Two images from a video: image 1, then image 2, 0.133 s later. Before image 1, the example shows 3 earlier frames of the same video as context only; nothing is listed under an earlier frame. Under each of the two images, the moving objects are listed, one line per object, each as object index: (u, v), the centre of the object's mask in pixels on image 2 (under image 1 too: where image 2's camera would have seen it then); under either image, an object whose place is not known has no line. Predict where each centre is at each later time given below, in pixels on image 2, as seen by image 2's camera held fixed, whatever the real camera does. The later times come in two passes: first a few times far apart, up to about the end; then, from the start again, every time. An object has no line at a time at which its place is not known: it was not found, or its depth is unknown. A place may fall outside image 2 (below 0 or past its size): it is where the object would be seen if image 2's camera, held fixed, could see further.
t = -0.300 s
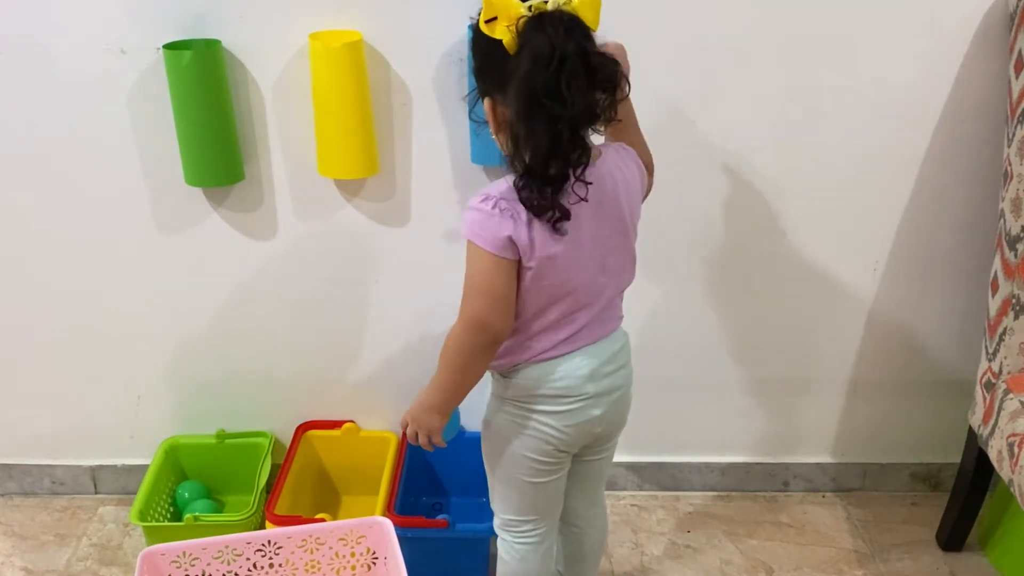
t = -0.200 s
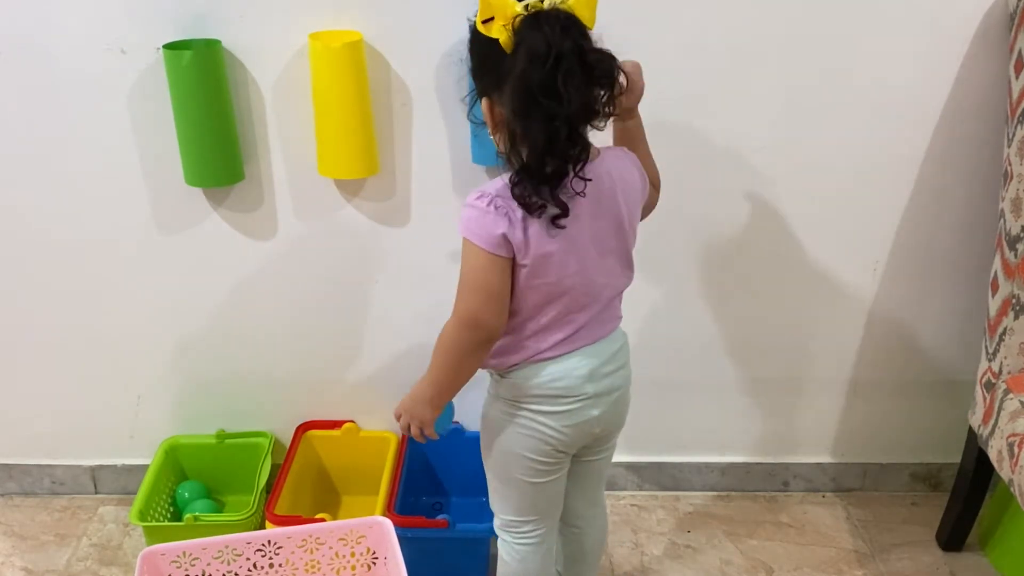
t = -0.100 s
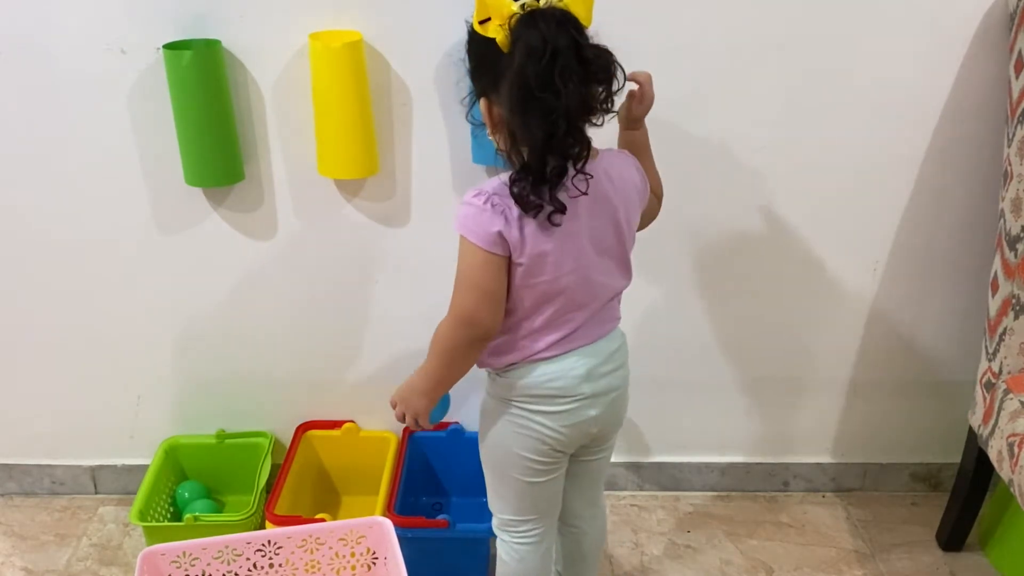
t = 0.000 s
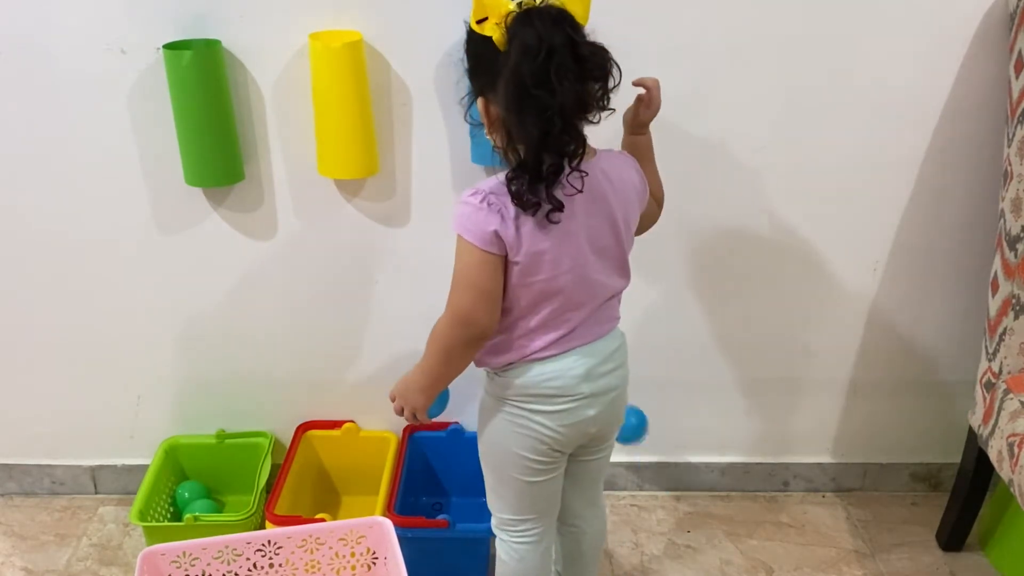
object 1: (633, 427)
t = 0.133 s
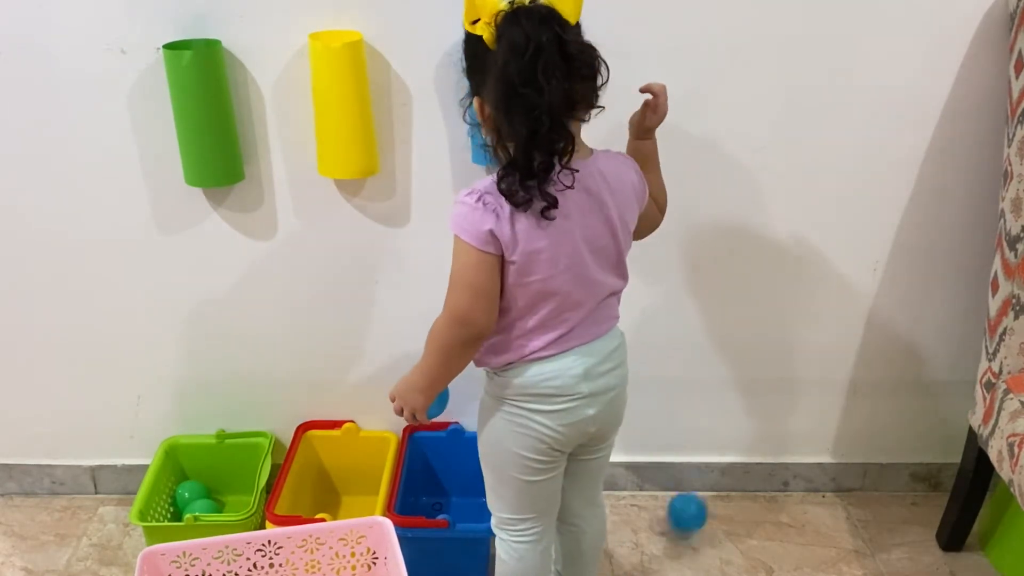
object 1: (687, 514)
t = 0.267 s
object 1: (745, 465)
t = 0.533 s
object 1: (841, 483)
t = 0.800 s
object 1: (925, 501)
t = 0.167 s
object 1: (703, 493)
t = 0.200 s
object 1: (718, 478)
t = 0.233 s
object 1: (731, 469)
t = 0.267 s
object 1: (745, 465)
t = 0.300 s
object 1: (757, 465)
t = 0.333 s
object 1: (769, 470)
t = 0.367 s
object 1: (780, 481)
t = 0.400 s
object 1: (791, 497)
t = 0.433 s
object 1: (800, 513)
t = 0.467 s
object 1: (815, 498)
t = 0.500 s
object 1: (829, 488)
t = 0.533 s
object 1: (841, 483)
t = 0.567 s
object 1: (853, 483)
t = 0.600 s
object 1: (862, 488)
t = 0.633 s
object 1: (872, 498)
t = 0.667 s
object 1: (882, 504)
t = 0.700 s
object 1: (895, 495)
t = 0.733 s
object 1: (907, 492)
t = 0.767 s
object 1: (917, 494)
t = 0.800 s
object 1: (925, 501)
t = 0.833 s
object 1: (934, 494)
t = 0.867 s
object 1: (939, 489)
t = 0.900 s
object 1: (944, 489)
